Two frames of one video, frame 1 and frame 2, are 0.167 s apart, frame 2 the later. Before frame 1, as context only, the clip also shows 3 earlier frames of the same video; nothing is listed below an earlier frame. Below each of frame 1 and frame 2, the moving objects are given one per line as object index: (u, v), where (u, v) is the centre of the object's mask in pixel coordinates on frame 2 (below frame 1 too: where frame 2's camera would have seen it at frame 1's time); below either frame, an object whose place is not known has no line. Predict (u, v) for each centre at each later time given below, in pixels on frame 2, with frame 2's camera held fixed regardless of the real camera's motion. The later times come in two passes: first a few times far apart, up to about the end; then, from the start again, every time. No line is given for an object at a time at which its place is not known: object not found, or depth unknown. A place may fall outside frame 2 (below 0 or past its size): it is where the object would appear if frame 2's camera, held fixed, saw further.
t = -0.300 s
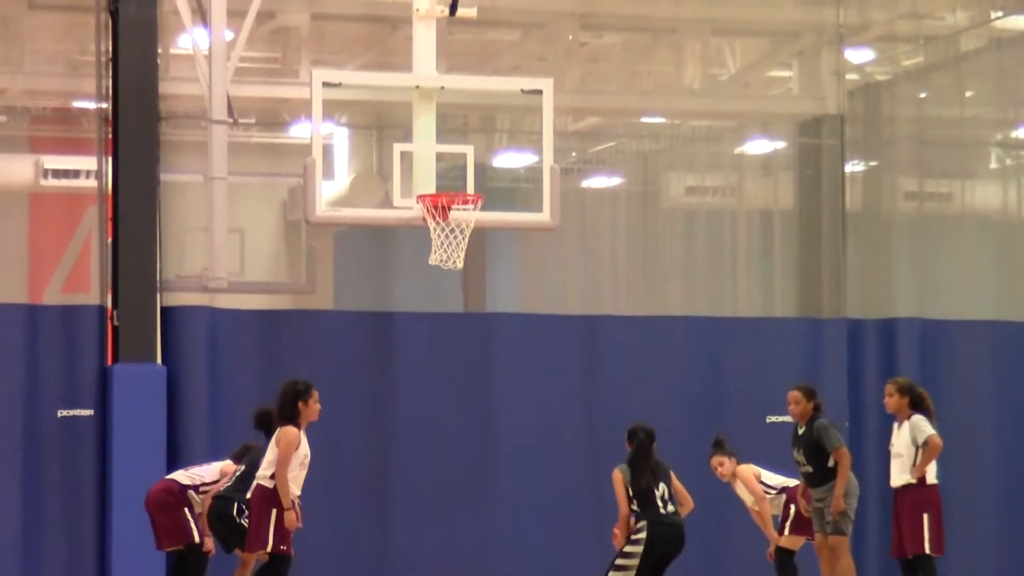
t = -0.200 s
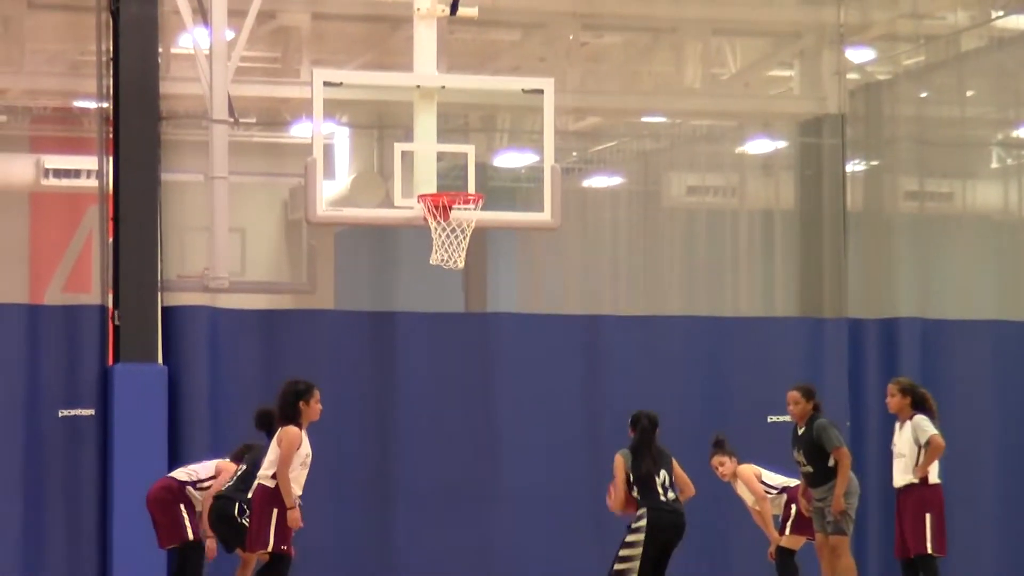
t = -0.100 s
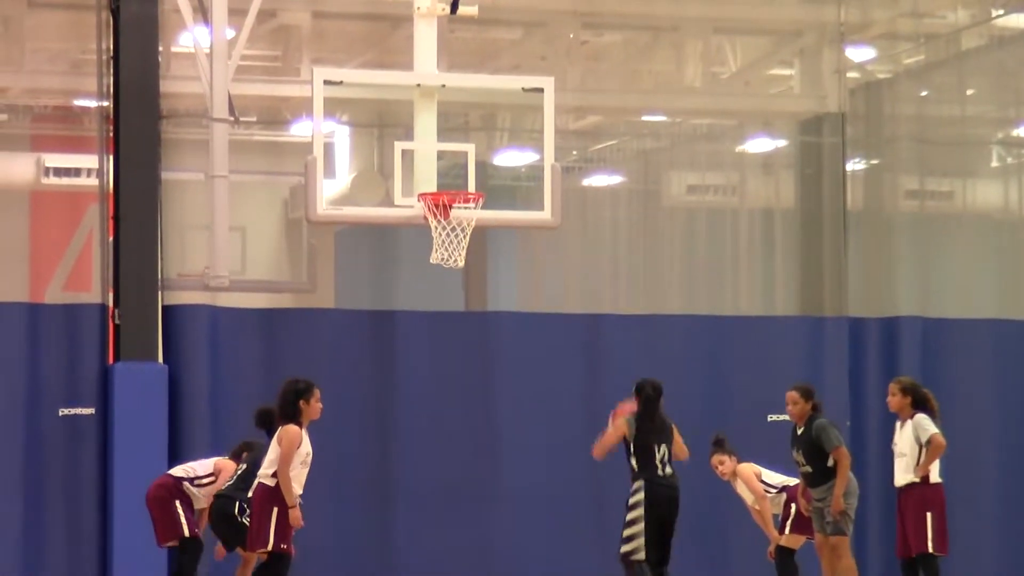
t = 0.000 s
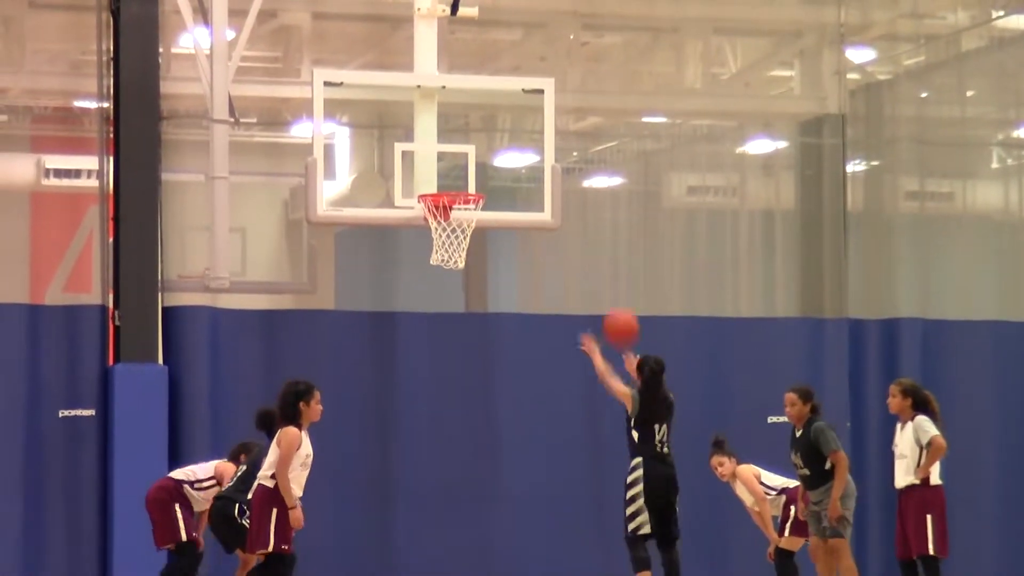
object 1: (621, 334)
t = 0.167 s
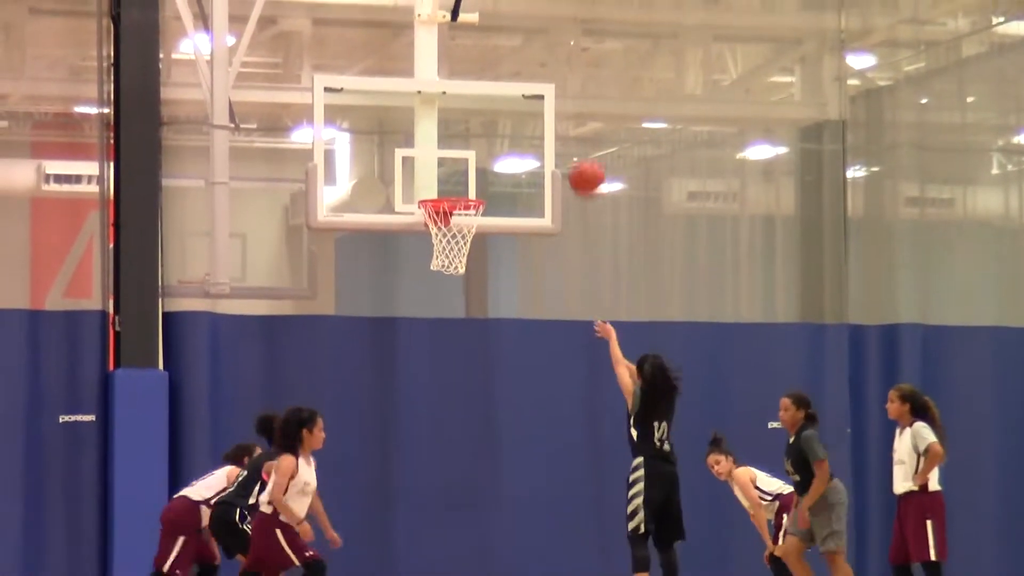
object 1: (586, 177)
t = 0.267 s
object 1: (568, 108)
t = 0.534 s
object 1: (520, 4)
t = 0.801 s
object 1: (477, 2)
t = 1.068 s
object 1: (436, 92)
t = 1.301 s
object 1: (379, 182)
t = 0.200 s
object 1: (580, 153)
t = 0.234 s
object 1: (574, 130)
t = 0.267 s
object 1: (568, 108)
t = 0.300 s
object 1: (562, 89)
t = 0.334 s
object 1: (556, 71)
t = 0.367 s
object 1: (549, 55)
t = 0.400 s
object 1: (543, 40)
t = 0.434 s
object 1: (538, 29)
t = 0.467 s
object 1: (532, 17)
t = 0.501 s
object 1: (526, 9)
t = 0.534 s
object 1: (520, 4)
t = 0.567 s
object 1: (514, 0)
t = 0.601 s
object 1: (508, -1)
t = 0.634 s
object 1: (503, -3)
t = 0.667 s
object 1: (497, -3)
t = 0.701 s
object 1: (492, -3)
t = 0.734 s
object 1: (487, -2)
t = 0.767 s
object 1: (482, -1)
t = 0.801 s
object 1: (477, 2)
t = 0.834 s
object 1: (472, 5)
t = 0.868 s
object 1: (466, 12)
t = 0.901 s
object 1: (461, 22)
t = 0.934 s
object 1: (456, 33)
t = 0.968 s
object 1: (451, 45)
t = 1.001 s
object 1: (446, 59)
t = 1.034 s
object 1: (441, 75)
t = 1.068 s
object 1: (436, 92)
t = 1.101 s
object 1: (432, 109)
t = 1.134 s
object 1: (426, 129)
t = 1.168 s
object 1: (421, 149)
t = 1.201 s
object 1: (416, 172)
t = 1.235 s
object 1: (411, 189)
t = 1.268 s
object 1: (394, 185)
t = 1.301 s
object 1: (379, 182)
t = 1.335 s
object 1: (363, 179)
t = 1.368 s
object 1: (347, 179)
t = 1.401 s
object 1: (330, 180)
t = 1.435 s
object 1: (314, 182)
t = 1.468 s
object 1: (299, 187)
